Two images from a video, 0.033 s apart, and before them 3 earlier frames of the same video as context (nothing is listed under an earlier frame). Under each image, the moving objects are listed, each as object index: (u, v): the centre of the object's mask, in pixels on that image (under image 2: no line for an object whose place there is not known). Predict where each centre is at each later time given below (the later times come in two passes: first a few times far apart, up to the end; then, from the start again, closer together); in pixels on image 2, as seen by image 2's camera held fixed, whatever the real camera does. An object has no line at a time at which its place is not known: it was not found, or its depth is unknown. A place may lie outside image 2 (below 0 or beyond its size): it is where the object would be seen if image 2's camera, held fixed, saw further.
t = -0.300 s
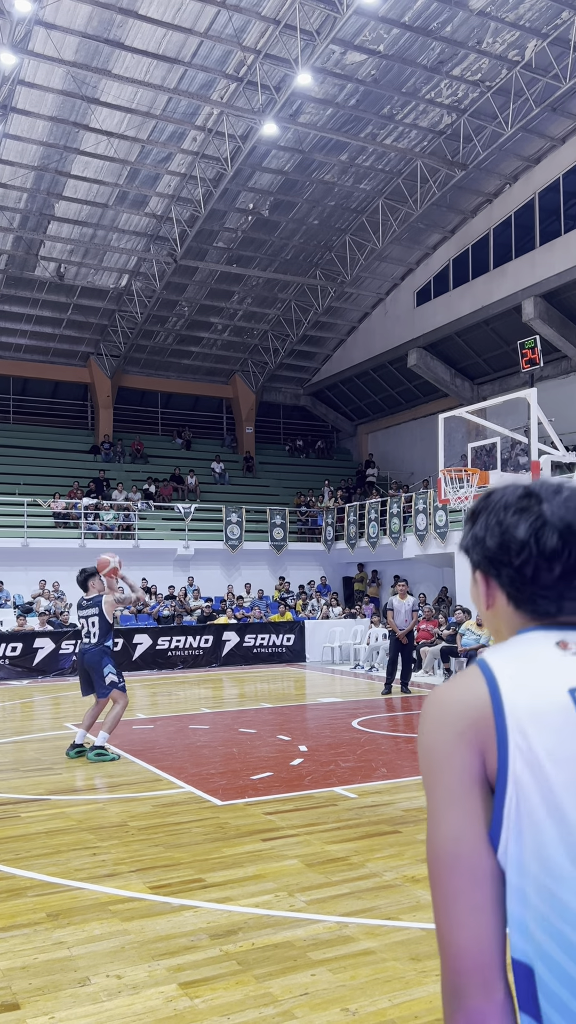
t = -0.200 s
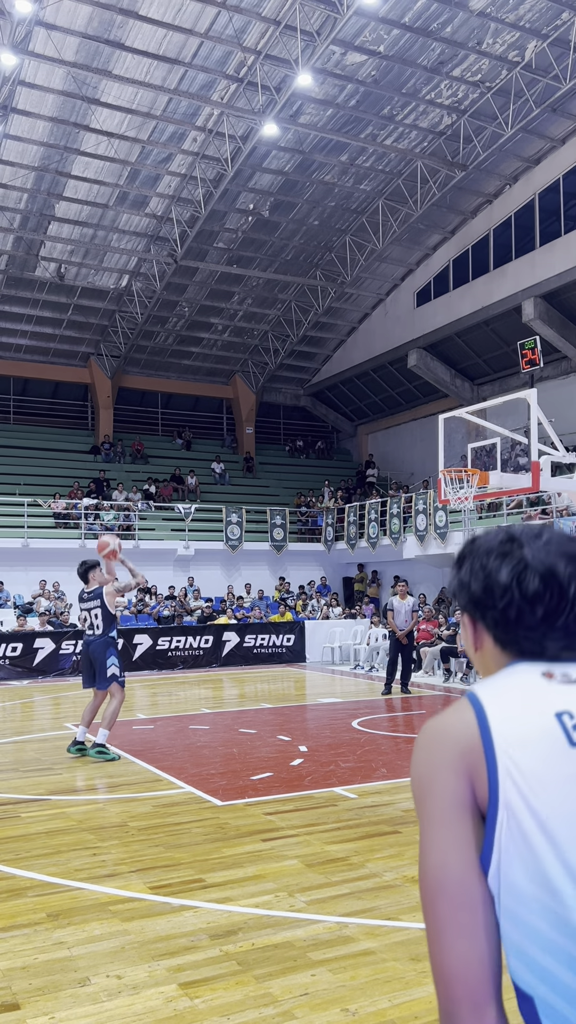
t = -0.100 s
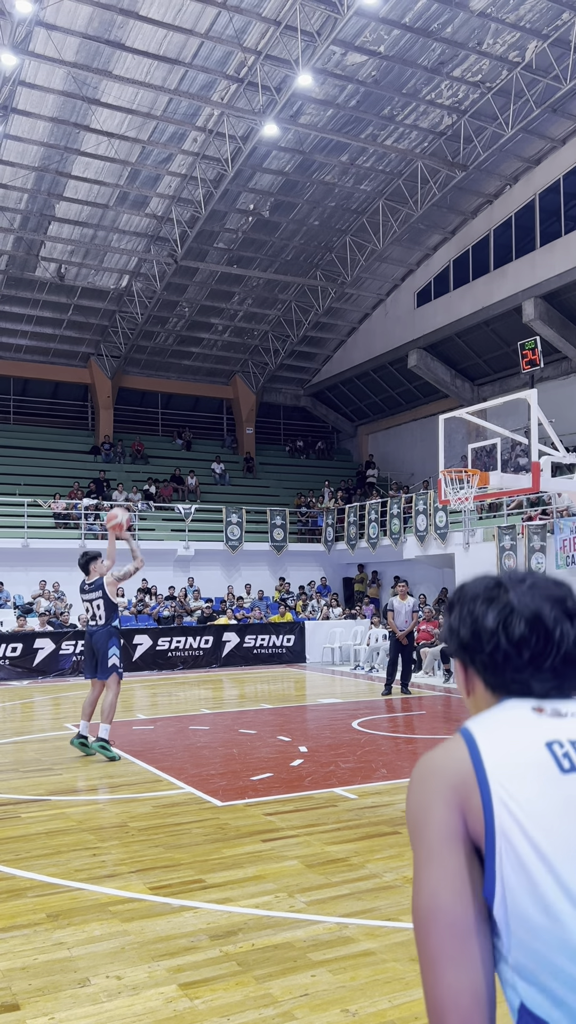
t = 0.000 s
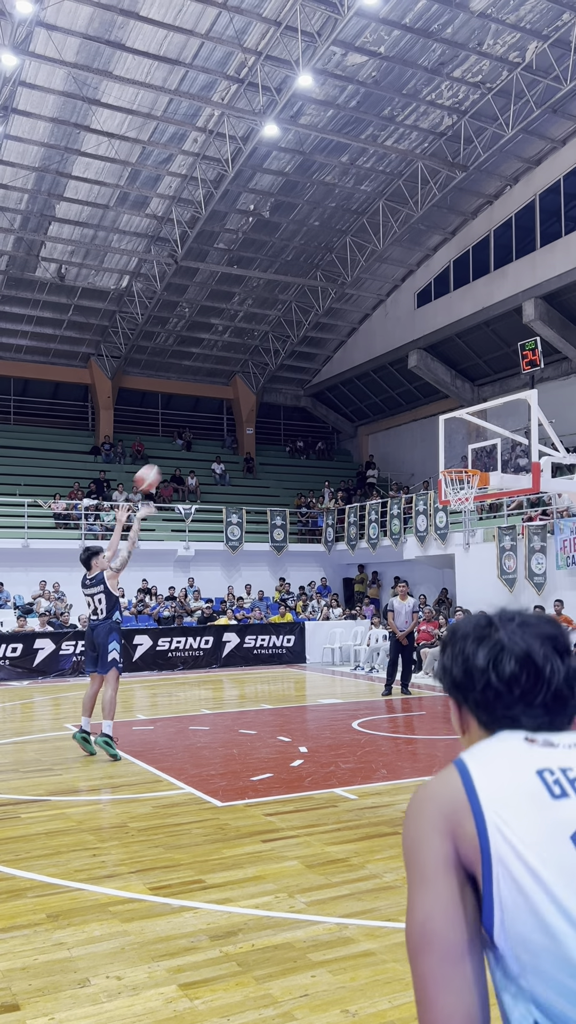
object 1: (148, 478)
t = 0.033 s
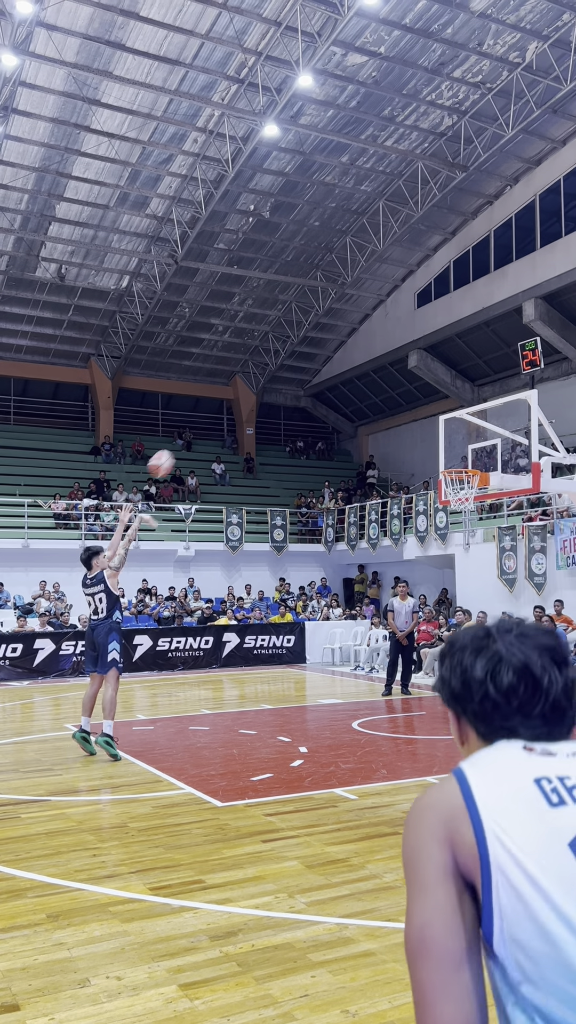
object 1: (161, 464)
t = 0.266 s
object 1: (250, 395)
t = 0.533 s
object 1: (339, 379)
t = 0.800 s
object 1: (419, 418)
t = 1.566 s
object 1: (461, 511)
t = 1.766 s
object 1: (489, 553)
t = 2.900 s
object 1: (607, 579)
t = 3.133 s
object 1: (631, 635)
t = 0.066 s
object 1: (174, 450)
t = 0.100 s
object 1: (188, 438)
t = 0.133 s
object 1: (201, 427)
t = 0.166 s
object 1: (213, 418)
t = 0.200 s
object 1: (226, 409)
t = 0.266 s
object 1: (250, 395)
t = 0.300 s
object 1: (262, 390)
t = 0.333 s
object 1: (273, 386)
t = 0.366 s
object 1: (285, 382)
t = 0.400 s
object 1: (296, 380)
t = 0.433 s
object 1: (307, 378)
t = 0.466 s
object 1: (318, 378)
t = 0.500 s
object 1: (329, 378)
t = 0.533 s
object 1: (339, 379)
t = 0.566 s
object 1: (350, 381)
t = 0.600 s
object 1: (360, 384)
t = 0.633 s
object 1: (370, 387)
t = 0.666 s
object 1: (380, 392)
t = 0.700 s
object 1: (390, 397)
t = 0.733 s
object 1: (400, 403)
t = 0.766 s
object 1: (410, 410)
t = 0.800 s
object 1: (419, 418)
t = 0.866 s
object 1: (438, 435)
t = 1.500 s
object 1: (452, 499)
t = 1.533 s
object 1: (460, 505)
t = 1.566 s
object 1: (461, 511)
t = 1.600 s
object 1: (465, 514)
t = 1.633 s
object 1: (470, 520)
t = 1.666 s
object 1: (474, 527)
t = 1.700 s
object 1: (480, 536)
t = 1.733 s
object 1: (484, 544)
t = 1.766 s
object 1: (489, 553)
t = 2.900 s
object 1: (607, 579)
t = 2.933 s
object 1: (610, 584)
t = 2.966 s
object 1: (614, 589)
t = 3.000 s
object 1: (617, 597)
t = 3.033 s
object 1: (620, 604)
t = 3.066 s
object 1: (623, 613)
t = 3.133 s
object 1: (631, 635)
